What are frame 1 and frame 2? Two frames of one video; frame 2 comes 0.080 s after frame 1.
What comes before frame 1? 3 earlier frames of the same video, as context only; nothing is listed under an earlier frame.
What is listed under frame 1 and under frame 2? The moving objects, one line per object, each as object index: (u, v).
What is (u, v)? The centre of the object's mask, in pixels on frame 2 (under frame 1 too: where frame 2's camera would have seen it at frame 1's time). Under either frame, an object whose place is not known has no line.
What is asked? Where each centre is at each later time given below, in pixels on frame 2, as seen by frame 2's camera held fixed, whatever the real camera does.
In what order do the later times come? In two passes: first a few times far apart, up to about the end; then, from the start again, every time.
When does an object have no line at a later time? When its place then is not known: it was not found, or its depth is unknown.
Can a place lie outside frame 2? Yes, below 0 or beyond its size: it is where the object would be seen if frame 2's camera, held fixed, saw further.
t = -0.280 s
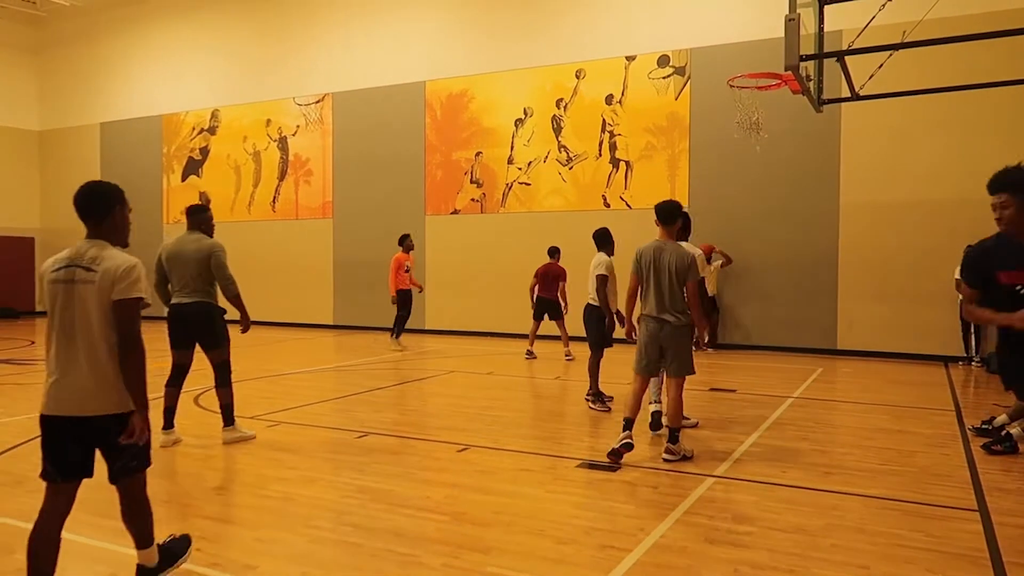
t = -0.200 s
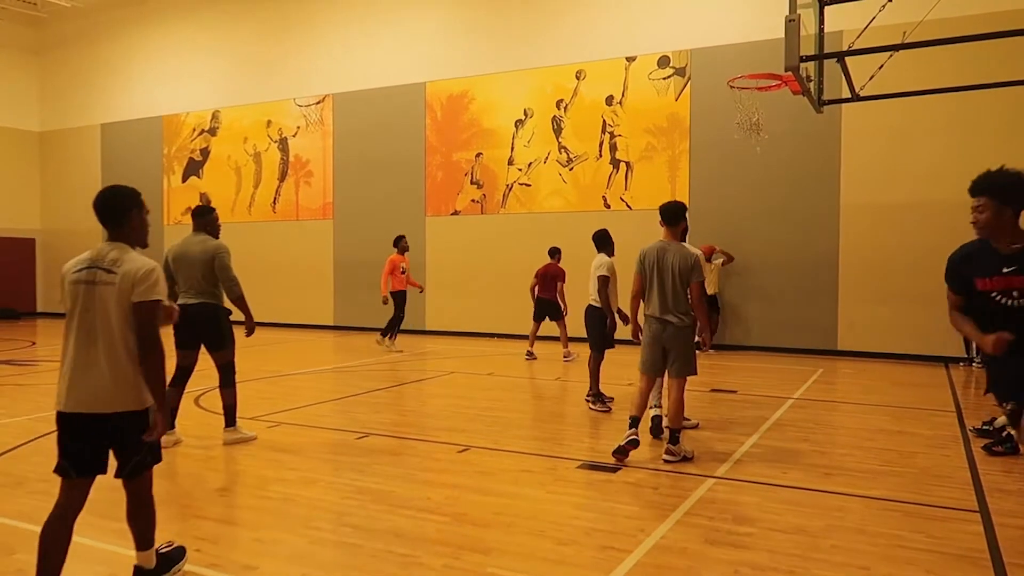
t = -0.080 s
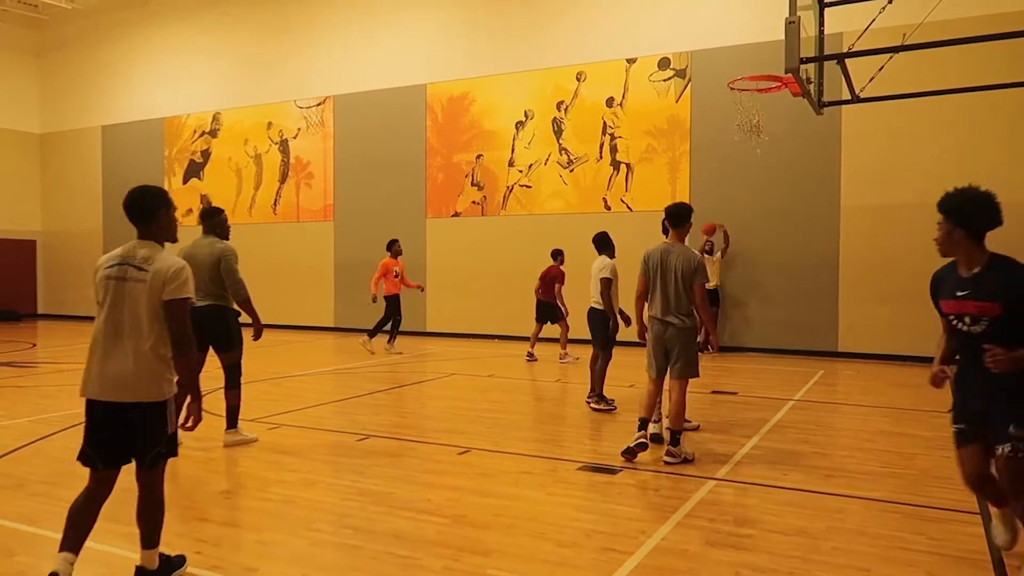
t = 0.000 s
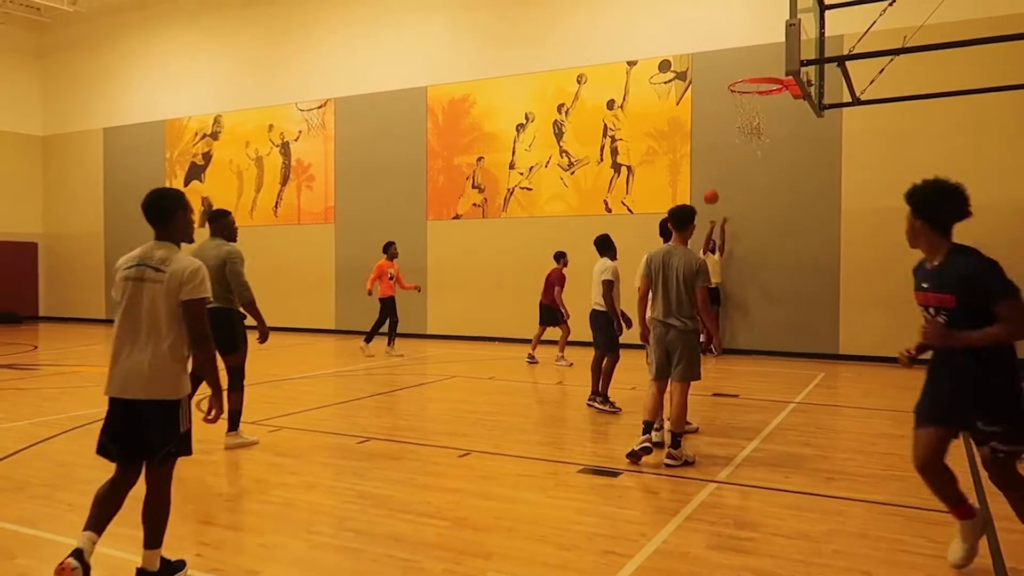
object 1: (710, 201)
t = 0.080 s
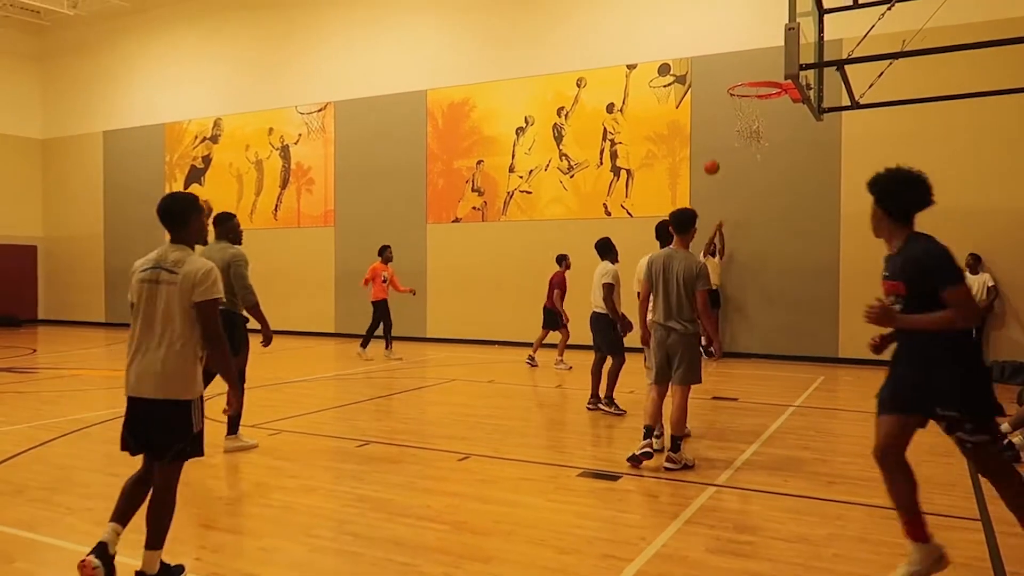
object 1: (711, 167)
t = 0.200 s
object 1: (714, 122)
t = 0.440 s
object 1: (719, 47)
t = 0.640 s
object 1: (725, 8)
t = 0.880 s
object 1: (734, -2)
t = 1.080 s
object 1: (742, 33)
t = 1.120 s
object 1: (744, 46)
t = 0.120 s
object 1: (712, 151)
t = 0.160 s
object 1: (713, 136)
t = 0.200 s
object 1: (714, 122)
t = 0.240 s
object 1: (715, 107)
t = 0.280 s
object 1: (715, 94)
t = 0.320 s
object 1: (716, 81)
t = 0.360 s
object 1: (717, 69)
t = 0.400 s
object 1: (718, 57)
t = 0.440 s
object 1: (719, 47)
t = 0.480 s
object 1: (721, 37)
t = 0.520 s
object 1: (722, 28)
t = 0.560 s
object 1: (723, 20)
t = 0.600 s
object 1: (724, 13)
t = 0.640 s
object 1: (725, 8)
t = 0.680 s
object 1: (727, 3)
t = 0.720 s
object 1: (728, -1)
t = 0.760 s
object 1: (729, -3)
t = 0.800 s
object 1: (731, -4)
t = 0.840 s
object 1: (732, -4)
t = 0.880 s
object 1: (734, -2)
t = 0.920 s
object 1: (735, 2)
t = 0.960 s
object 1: (737, 7)
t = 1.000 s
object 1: (738, 14)
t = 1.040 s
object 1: (740, 22)
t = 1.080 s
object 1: (742, 33)
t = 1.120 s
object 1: (744, 46)
